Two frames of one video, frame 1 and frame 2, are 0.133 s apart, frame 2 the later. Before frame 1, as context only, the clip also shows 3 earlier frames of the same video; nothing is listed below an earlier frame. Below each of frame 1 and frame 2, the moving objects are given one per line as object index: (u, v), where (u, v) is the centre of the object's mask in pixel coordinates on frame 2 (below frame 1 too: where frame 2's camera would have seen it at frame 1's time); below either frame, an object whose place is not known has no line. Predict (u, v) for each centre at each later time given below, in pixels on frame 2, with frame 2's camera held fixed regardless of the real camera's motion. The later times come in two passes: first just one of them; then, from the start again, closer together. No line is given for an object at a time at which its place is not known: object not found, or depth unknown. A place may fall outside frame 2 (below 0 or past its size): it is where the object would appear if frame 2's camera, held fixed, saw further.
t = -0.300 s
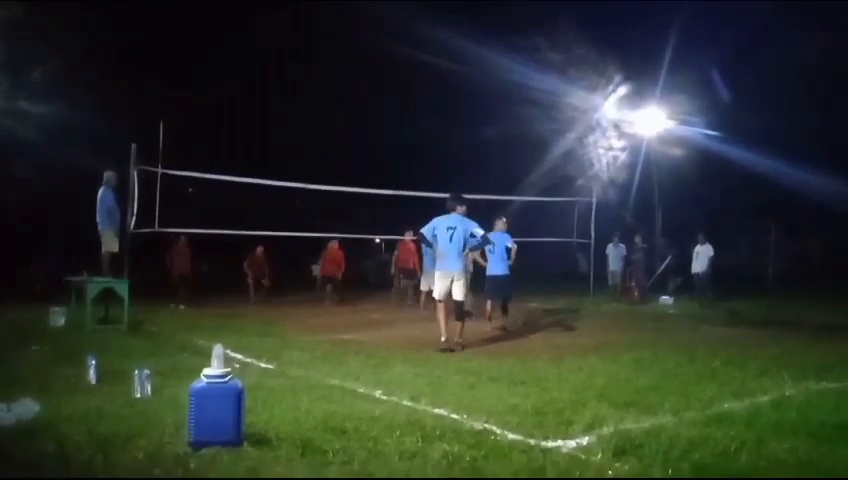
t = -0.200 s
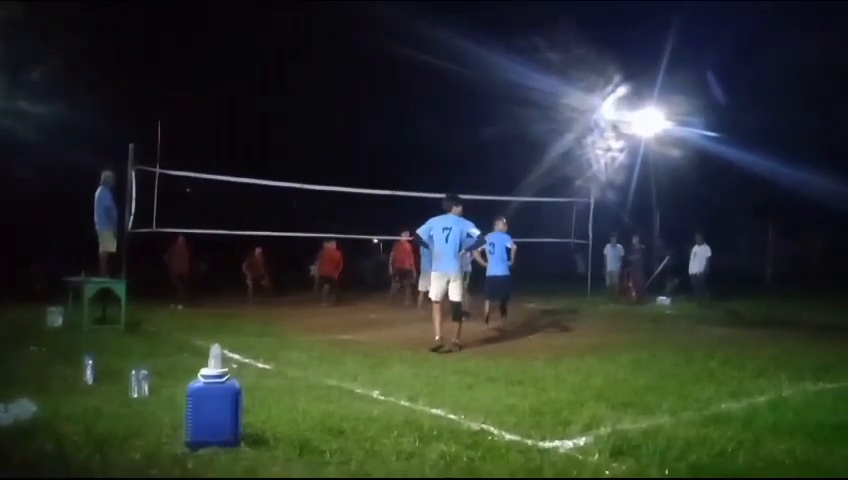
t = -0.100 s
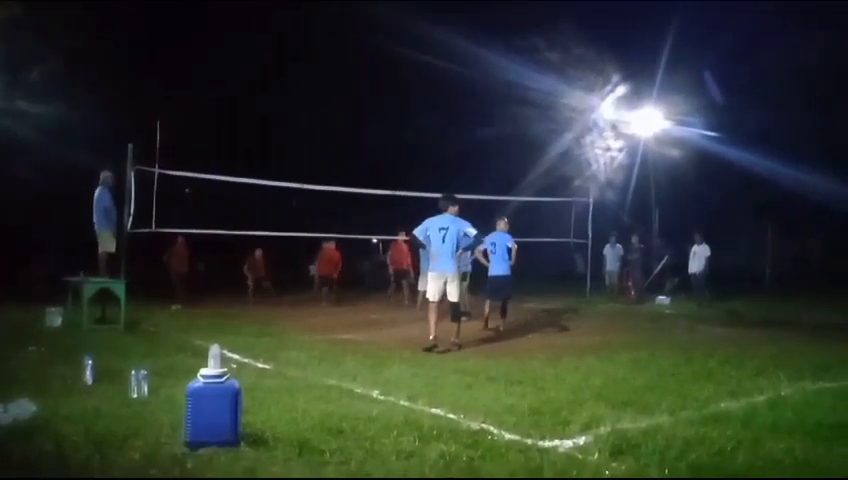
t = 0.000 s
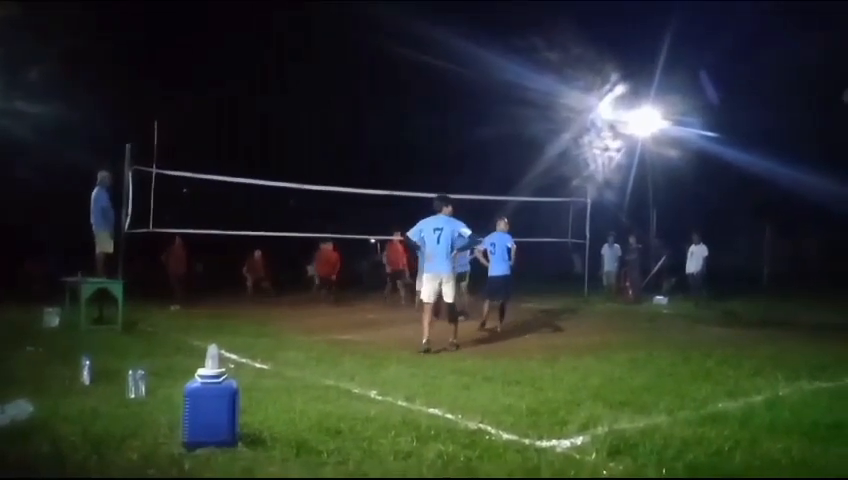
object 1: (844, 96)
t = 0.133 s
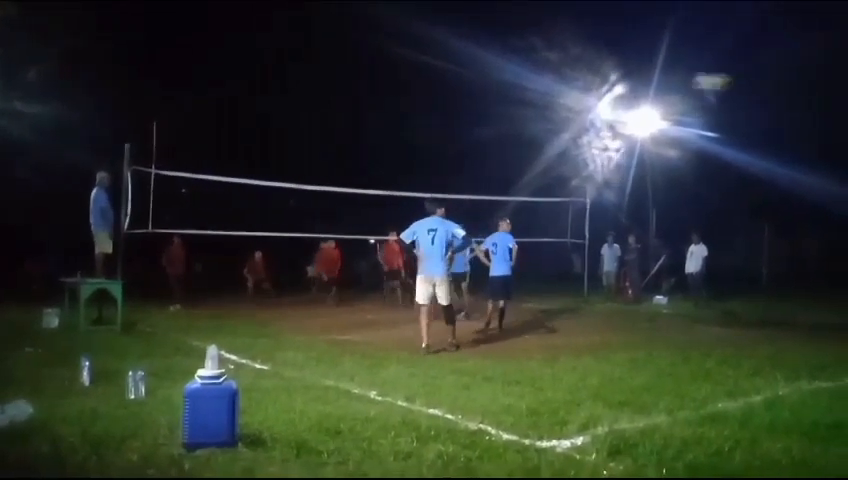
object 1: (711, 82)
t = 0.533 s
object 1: (455, 111)
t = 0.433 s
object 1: (501, 97)
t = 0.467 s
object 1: (485, 102)
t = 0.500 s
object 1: (470, 107)
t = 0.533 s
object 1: (455, 111)
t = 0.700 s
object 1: (394, 140)
